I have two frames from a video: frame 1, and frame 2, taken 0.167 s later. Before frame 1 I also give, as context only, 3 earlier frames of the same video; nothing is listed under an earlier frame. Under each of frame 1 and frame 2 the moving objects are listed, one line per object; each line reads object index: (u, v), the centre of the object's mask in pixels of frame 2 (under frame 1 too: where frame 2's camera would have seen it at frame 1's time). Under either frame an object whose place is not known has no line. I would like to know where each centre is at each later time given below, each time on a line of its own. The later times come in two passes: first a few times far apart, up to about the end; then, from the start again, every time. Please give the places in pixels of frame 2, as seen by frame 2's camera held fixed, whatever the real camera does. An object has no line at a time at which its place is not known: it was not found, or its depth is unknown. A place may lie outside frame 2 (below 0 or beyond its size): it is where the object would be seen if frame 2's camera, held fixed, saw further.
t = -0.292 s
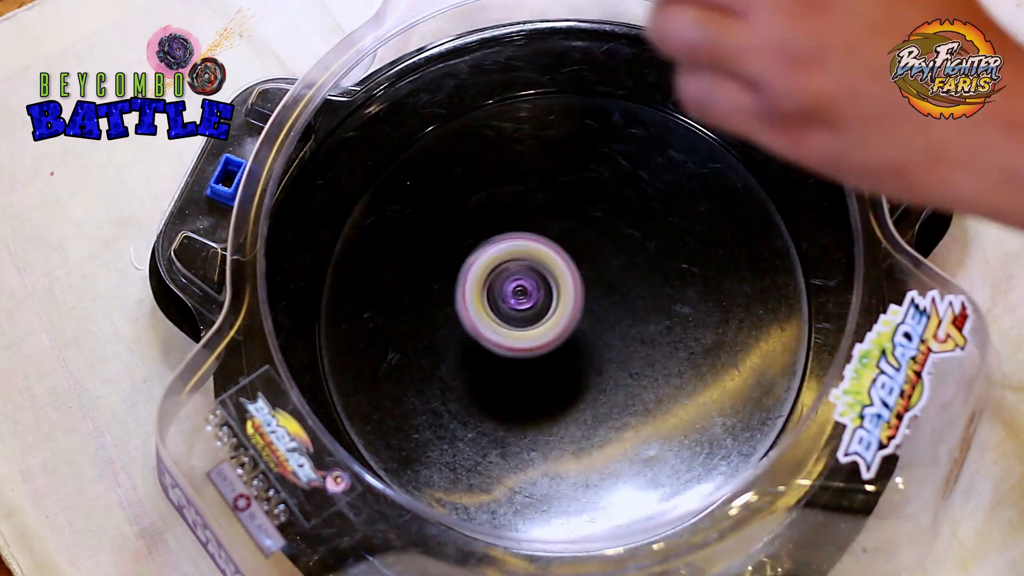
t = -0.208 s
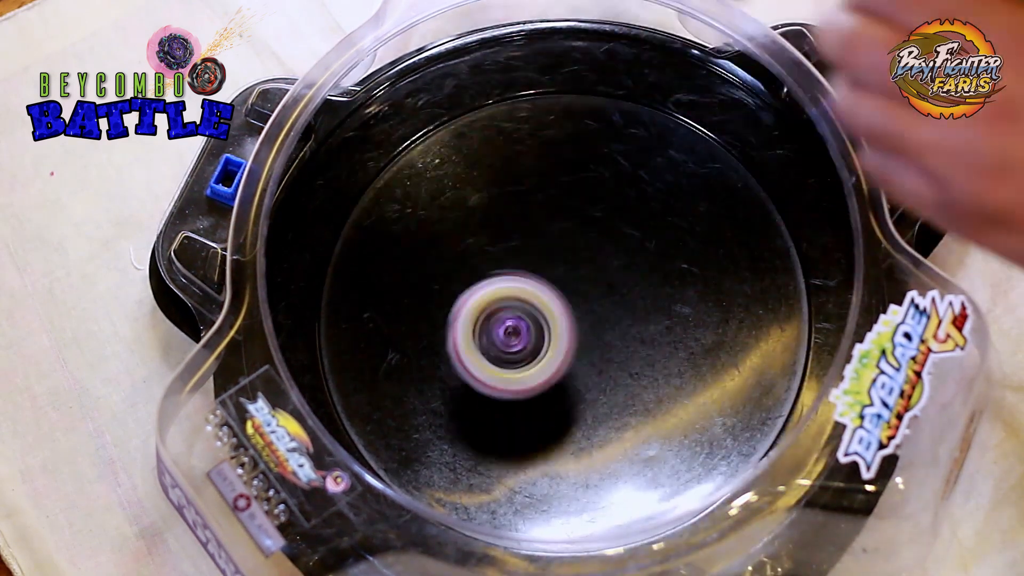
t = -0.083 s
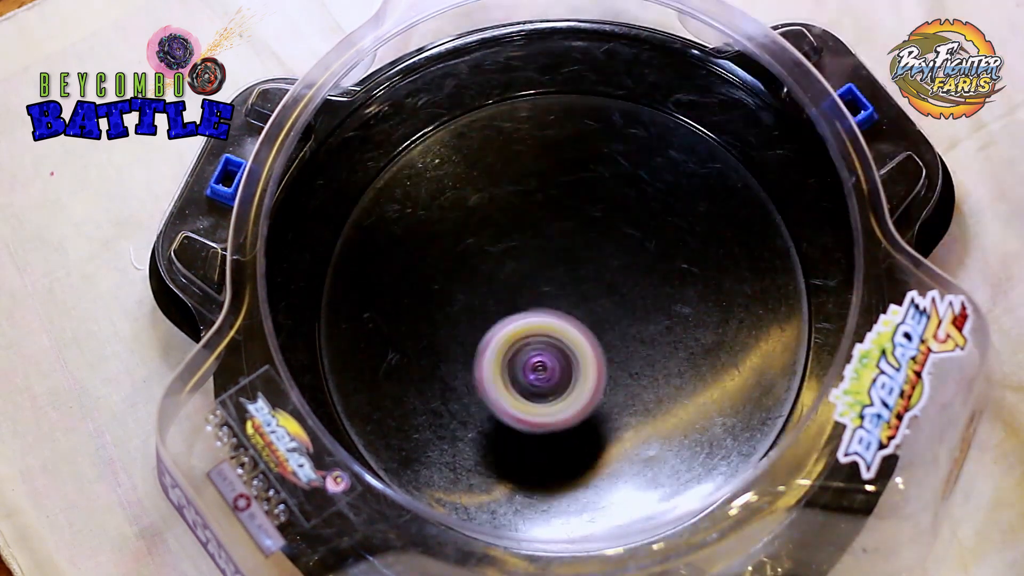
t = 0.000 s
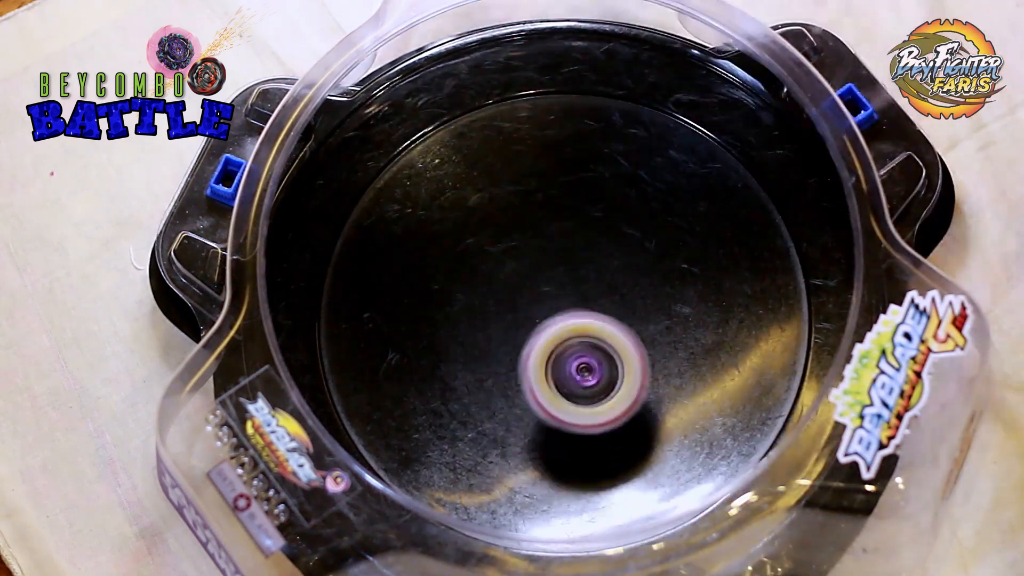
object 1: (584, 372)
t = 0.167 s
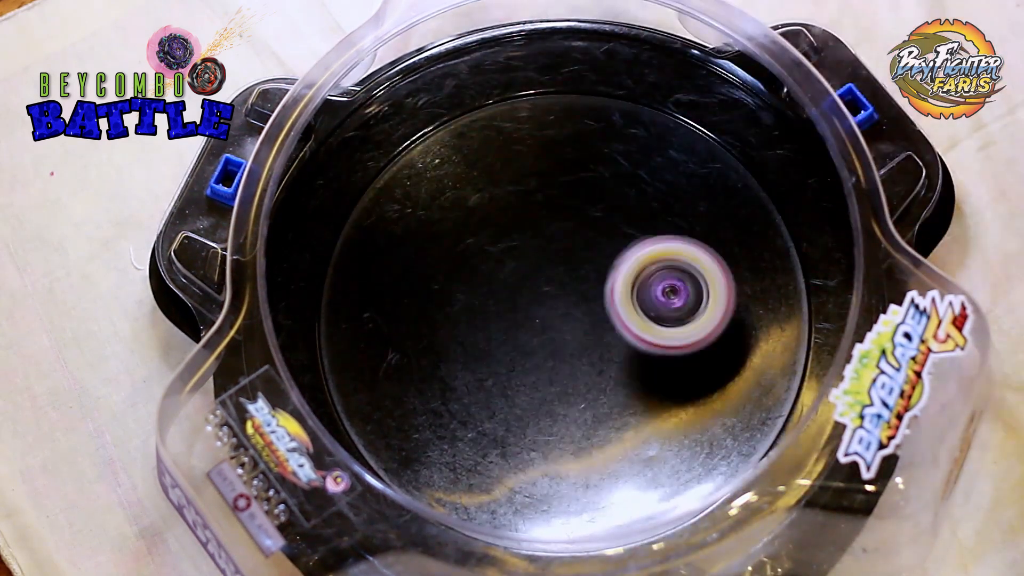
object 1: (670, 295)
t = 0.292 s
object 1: (672, 199)
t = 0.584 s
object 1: (441, 174)
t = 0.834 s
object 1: (427, 452)
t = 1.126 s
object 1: (779, 374)
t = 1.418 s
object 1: (472, 106)
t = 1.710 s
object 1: (528, 518)
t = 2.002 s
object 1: (736, 161)
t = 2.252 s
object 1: (352, 210)
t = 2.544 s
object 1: (668, 493)
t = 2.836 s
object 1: (664, 108)
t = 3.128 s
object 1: (341, 364)
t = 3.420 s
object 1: (759, 412)
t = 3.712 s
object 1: (568, 83)
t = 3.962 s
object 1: (348, 378)
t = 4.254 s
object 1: (750, 427)
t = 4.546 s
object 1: (610, 90)
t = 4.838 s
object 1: (345, 370)
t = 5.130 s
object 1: (725, 455)
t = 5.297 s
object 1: (782, 233)
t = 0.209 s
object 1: (679, 262)
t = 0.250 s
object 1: (678, 230)
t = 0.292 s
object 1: (672, 199)
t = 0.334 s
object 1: (655, 170)
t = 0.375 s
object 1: (629, 147)
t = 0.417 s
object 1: (598, 135)
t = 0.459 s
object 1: (562, 128)
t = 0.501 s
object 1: (519, 131)
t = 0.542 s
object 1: (477, 148)
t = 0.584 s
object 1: (441, 174)
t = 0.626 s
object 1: (408, 209)
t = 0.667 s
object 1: (385, 253)
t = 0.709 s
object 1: (375, 305)
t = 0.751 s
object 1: (379, 358)
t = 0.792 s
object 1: (396, 409)
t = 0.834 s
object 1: (427, 452)
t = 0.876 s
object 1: (470, 491)
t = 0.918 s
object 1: (523, 511)
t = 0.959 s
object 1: (583, 521)
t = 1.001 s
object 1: (646, 505)
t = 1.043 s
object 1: (703, 475)
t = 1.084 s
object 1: (754, 432)
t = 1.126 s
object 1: (779, 374)
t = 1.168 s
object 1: (795, 306)
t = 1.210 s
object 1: (787, 240)
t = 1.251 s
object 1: (753, 176)
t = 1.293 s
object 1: (699, 126)
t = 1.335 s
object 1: (628, 94)
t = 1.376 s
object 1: (550, 87)
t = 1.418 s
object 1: (472, 106)
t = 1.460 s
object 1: (405, 148)
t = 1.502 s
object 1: (355, 212)
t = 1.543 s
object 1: (333, 291)
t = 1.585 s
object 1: (344, 371)
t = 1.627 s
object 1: (386, 442)
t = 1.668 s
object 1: (449, 493)
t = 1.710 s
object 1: (528, 518)
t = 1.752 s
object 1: (613, 515)
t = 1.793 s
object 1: (693, 483)
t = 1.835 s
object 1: (749, 430)
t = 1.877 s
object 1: (782, 362)
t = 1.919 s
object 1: (792, 290)
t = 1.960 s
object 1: (777, 220)
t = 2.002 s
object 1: (736, 161)
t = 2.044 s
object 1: (679, 116)
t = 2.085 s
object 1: (611, 90)
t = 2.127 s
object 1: (537, 88)
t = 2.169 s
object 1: (462, 107)
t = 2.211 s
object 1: (400, 150)
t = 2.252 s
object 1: (352, 210)
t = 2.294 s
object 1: (331, 285)
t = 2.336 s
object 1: (339, 364)
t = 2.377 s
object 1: (376, 431)
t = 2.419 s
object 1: (434, 485)
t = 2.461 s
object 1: (509, 513)
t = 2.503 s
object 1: (590, 516)
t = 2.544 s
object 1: (668, 493)
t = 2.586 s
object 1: (729, 450)
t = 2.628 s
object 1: (768, 392)
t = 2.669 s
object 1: (787, 326)
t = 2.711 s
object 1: (786, 260)
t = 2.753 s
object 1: (763, 197)
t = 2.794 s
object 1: (721, 145)
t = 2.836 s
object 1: (664, 108)
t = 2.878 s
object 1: (596, 87)
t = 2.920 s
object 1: (522, 88)
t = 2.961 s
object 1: (452, 111)
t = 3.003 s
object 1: (391, 155)
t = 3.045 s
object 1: (347, 217)
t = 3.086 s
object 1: (331, 290)
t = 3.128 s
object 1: (341, 364)
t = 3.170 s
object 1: (376, 429)
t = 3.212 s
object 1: (431, 480)
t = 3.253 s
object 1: (500, 509)
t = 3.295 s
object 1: (575, 514)
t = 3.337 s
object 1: (651, 496)
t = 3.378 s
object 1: (715, 462)
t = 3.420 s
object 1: (759, 412)
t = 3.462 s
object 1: (784, 352)
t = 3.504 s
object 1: (792, 288)
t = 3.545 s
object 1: (780, 226)
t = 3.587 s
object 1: (748, 170)
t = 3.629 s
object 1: (700, 125)
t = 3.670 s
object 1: (637, 95)
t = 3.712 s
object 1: (568, 83)
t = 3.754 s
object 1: (497, 93)
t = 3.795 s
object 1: (431, 122)
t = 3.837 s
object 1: (377, 172)
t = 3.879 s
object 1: (343, 236)
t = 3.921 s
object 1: (334, 307)
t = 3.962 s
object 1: (348, 378)
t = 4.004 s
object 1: (384, 437)
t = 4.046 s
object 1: (437, 483)
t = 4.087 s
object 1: (501, 510)
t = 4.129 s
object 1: (571, 516)
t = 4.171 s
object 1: (641, 503)
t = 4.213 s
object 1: (703, 472)
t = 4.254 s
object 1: (750, 427)
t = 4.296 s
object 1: (778, 372)
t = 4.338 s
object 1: (792, 312)
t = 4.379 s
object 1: (790, 251)
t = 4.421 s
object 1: (766, 194)
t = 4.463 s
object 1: (725, 146)
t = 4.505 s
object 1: (672, 110)
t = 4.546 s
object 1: (610, 90)
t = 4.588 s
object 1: (544, 86)
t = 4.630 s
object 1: (477, 103)
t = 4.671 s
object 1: (417, 135)
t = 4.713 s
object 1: (370, 183)
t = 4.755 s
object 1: (341, 243)
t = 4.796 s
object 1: (333, 308)
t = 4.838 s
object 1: (345, 370)
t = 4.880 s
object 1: (375, 425)
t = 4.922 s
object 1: (418, 472)
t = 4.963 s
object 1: (474, 504)
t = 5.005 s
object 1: (540, 516)
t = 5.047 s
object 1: (609, 515)
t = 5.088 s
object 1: (671, 492)
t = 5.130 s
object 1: (725, 455)
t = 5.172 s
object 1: (766, 408)
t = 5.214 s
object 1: (787, 349)
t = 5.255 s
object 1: (793, 290)
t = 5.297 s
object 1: (782, 233)
